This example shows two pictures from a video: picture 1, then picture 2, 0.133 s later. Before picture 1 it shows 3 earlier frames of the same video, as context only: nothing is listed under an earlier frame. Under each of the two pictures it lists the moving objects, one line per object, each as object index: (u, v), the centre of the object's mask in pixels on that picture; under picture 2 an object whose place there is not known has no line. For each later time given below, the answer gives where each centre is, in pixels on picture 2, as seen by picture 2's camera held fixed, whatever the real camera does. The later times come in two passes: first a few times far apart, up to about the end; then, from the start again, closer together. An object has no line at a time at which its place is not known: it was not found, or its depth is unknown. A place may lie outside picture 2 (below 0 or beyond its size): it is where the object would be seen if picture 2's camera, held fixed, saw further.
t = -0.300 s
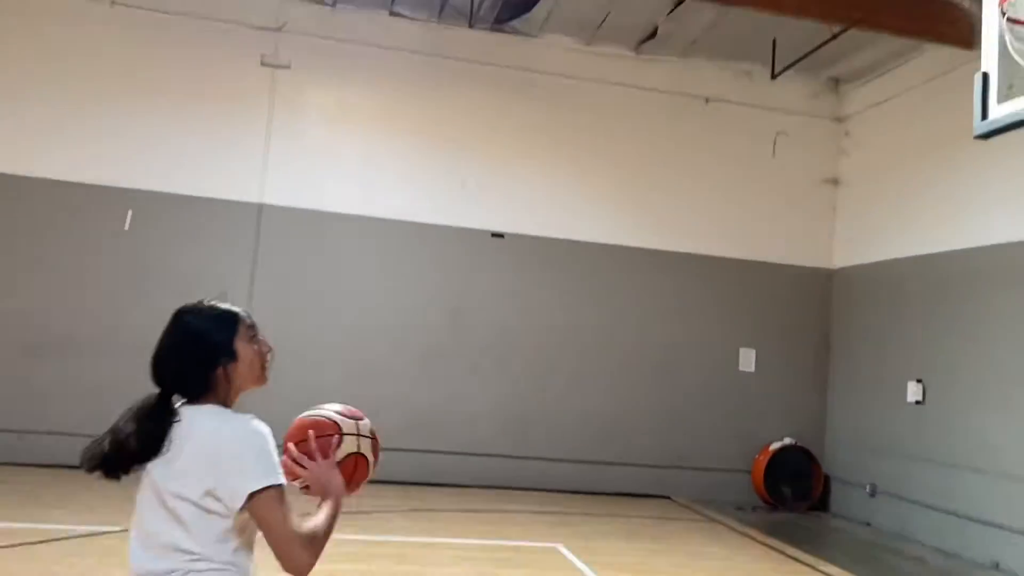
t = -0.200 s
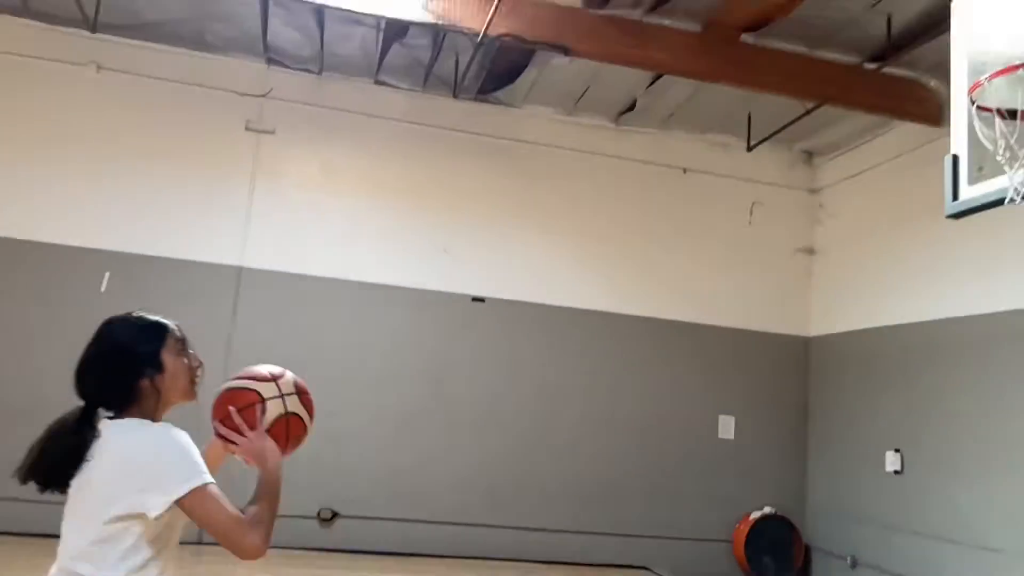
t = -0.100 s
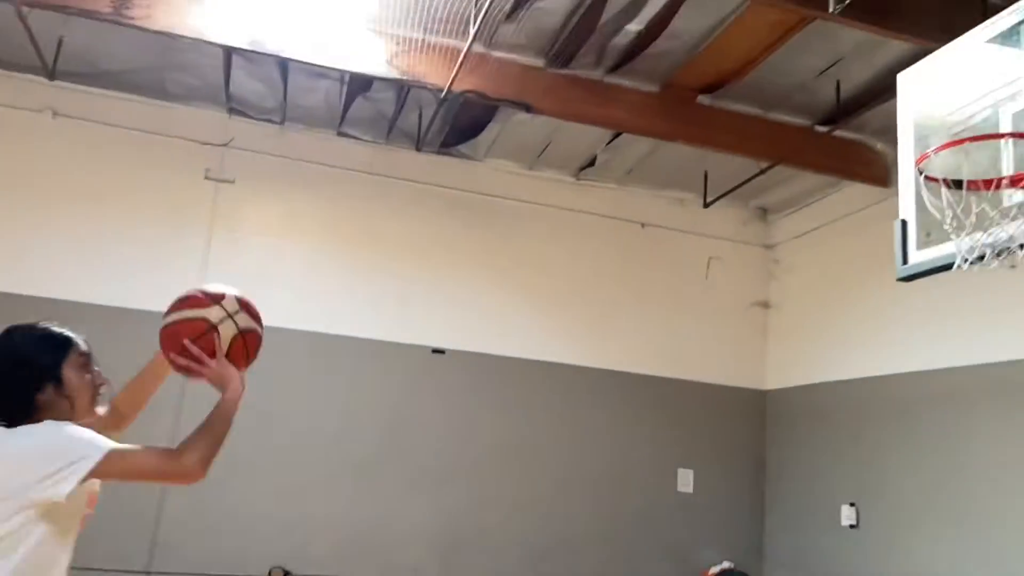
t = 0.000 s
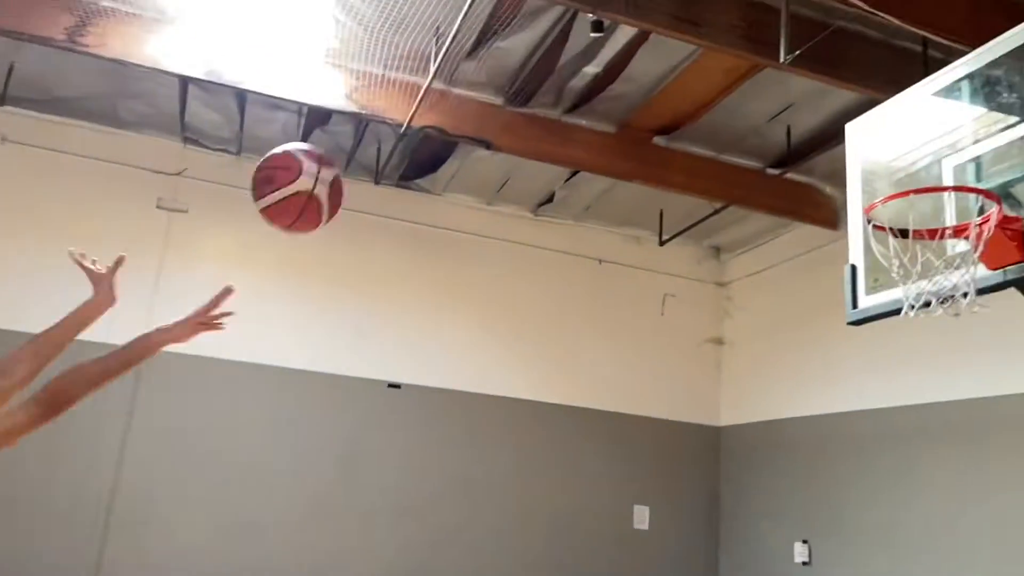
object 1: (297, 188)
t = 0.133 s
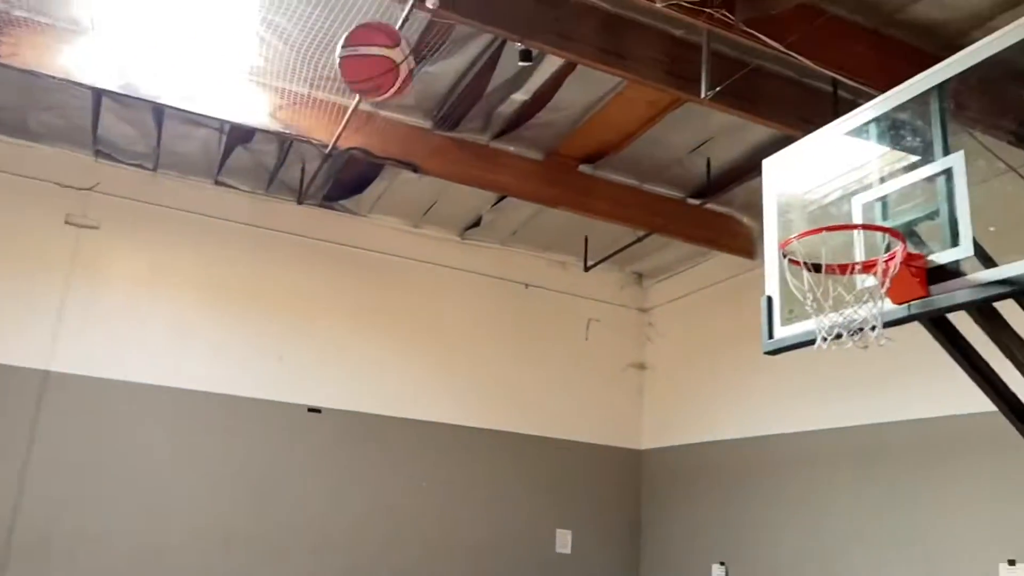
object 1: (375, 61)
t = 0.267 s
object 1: (486, 11)
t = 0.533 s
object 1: (646, 1)
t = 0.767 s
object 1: (752, 101)
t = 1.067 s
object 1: (889, 306)
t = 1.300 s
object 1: (906, 329)
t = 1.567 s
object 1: (928, 550)
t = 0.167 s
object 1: (402, 40)
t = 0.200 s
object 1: (436, 24)
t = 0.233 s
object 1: (463, 16)
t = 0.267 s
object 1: (486, 11)
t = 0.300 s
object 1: (512, 4)
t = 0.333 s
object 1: (535, 0)
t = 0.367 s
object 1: (556, -2)
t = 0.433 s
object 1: (595, -3)
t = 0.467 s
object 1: (614, -3)
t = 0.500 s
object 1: (631, -2)
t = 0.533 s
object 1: (646, 1)
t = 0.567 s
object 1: (664, 6)
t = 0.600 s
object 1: (680, 15)
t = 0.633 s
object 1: (693, 26)
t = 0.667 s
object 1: (711, 44)
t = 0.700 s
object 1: (725, 62)
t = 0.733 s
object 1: (738, 80)
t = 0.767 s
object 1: (752, 101)
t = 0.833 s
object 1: (781, 153)
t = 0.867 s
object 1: (793, 179)
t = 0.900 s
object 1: (809, 210)
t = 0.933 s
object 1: (824, 246)
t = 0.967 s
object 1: (838, 262)
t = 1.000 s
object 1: (853, 275)
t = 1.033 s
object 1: (874, 296)
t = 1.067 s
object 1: (889, 306)
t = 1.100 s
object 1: (895, 319)
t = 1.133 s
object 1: (899, 315)
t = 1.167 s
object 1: (901, 313)
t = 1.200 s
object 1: (903, 310)
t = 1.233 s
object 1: (904, 314)
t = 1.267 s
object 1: (905, 319)
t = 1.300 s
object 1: (906, 329)
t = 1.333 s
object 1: (908, 344)
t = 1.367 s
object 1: (910, 362)
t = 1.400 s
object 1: (912, 380)
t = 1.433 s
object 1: (914, 404)
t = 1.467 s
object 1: (917, 436)
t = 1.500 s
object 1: (920, 464)
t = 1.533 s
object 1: (924, 502)
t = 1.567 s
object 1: (928, 550)
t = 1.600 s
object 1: (932, 600)
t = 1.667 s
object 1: (940, 691)
